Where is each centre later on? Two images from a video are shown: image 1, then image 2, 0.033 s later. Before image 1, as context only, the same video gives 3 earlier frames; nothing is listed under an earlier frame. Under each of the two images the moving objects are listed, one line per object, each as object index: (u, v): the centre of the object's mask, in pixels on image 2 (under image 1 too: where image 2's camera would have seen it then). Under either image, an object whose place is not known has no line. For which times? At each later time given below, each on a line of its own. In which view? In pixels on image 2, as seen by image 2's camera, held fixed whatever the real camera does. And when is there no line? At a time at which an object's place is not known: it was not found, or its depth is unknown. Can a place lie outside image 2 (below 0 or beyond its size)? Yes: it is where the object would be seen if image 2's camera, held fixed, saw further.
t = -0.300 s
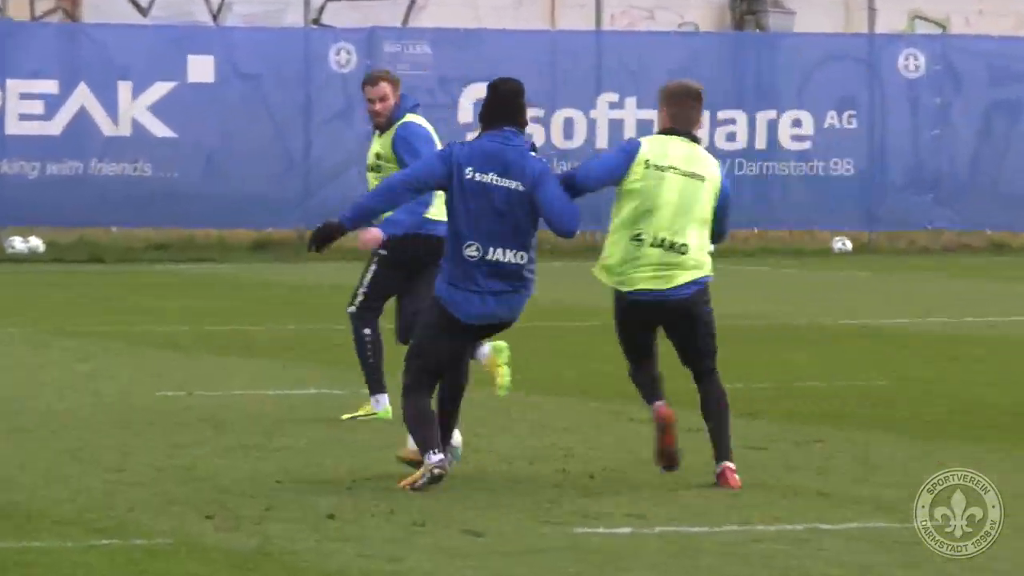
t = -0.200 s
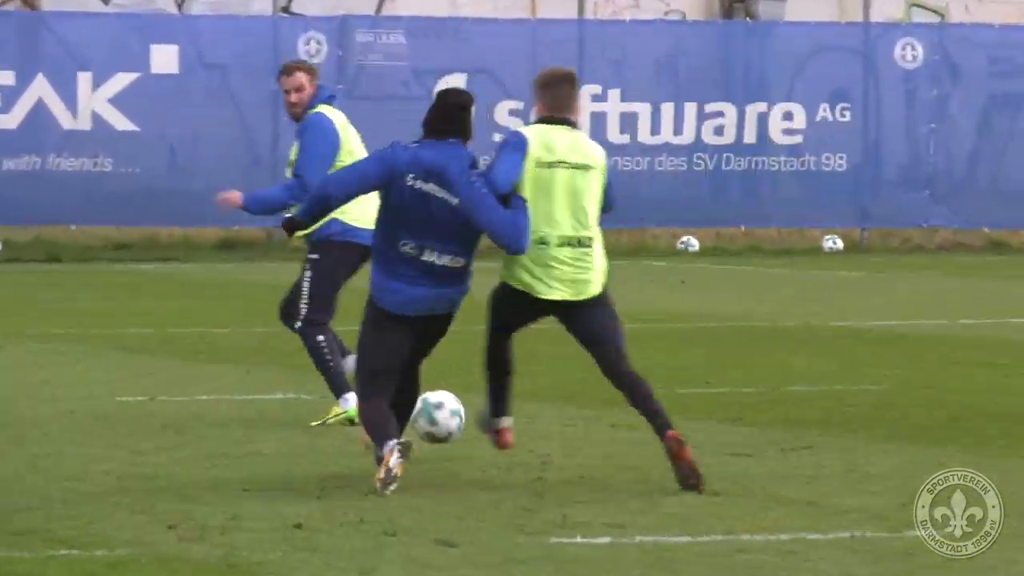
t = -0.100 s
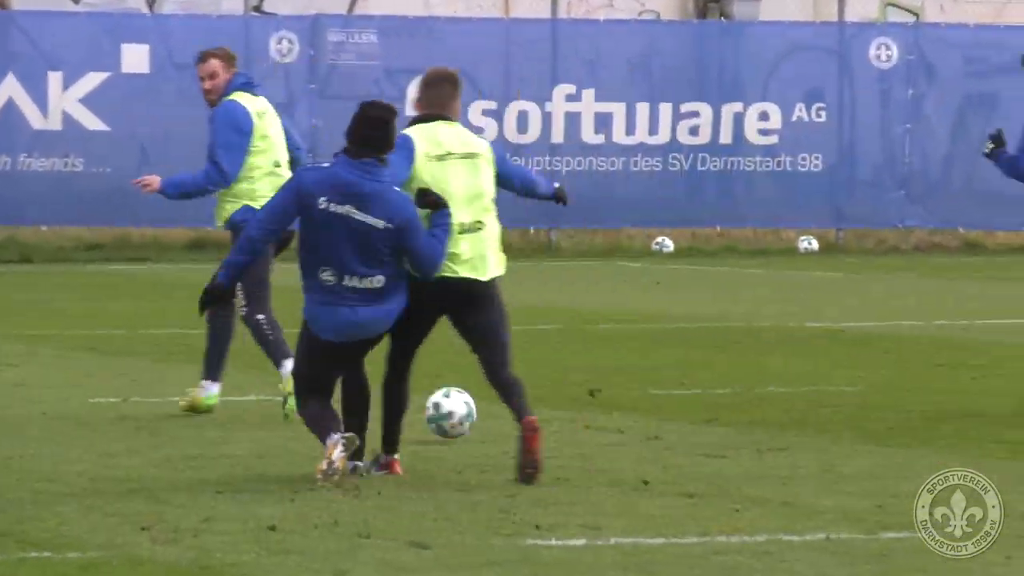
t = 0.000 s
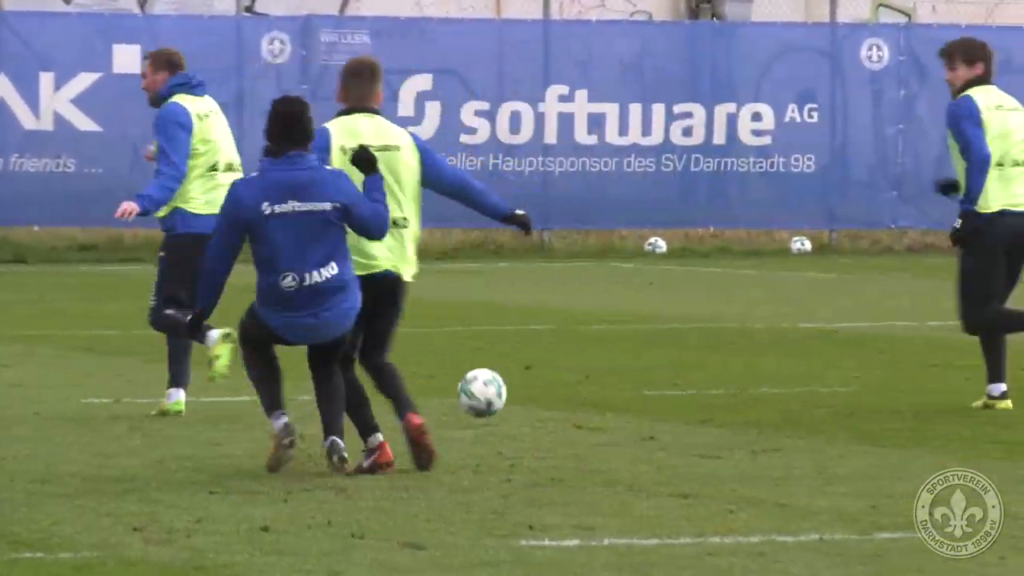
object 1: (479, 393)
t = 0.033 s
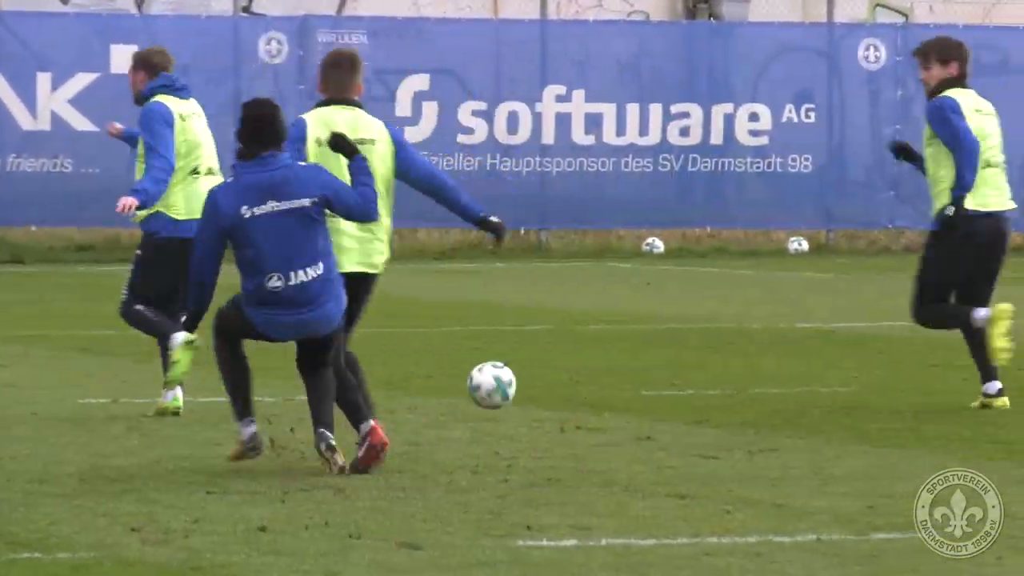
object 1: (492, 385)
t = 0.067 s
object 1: (504, 379)
